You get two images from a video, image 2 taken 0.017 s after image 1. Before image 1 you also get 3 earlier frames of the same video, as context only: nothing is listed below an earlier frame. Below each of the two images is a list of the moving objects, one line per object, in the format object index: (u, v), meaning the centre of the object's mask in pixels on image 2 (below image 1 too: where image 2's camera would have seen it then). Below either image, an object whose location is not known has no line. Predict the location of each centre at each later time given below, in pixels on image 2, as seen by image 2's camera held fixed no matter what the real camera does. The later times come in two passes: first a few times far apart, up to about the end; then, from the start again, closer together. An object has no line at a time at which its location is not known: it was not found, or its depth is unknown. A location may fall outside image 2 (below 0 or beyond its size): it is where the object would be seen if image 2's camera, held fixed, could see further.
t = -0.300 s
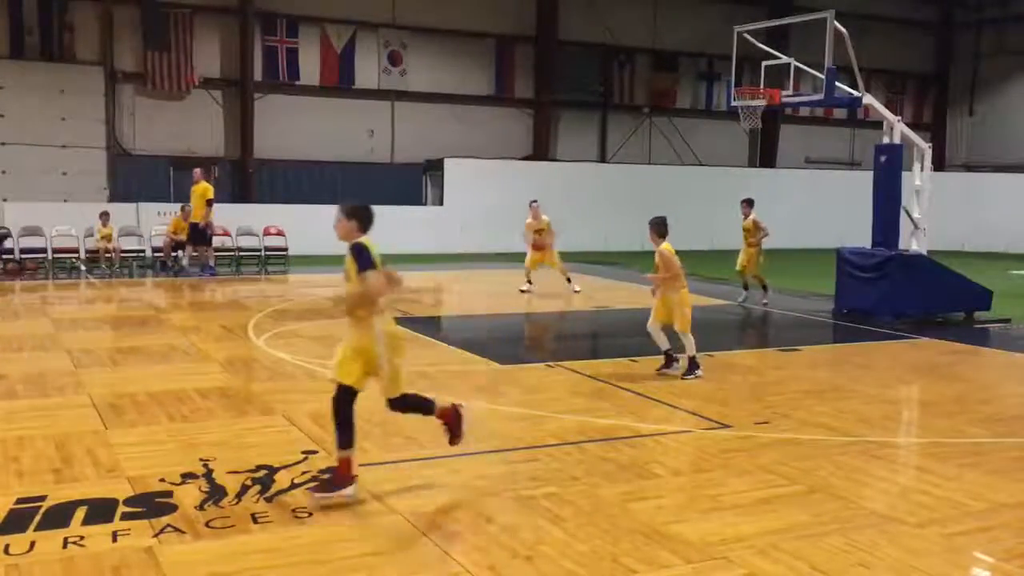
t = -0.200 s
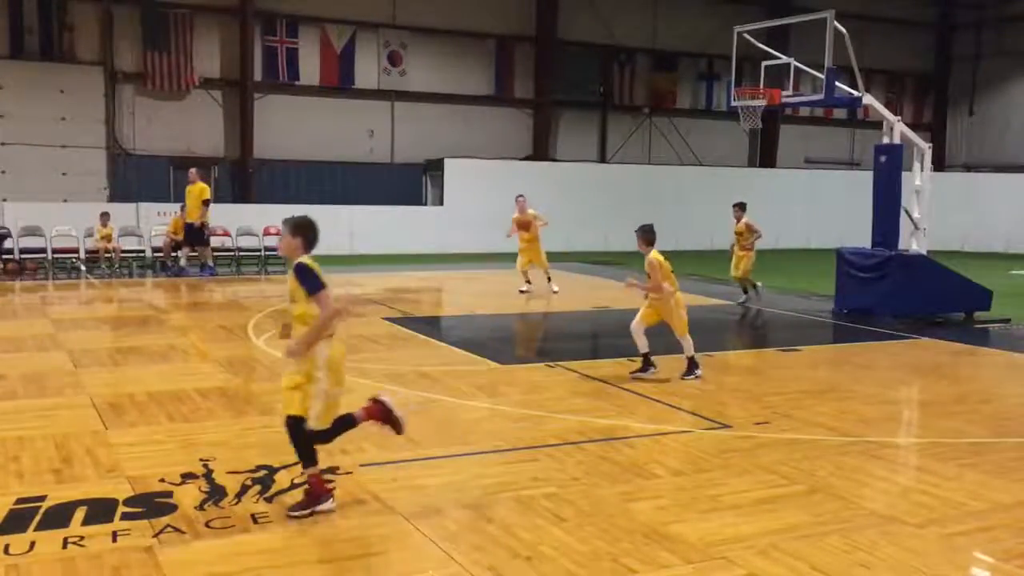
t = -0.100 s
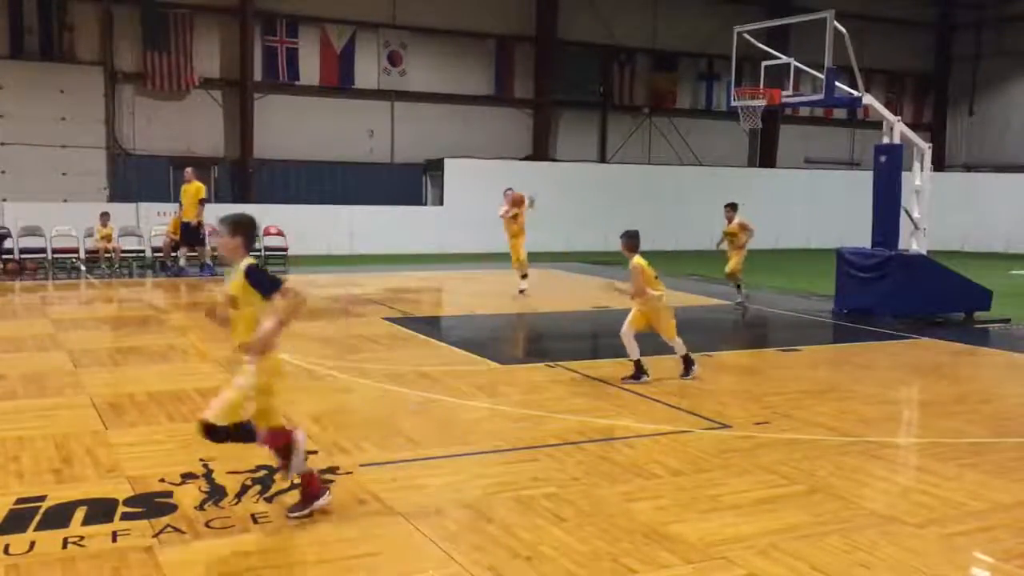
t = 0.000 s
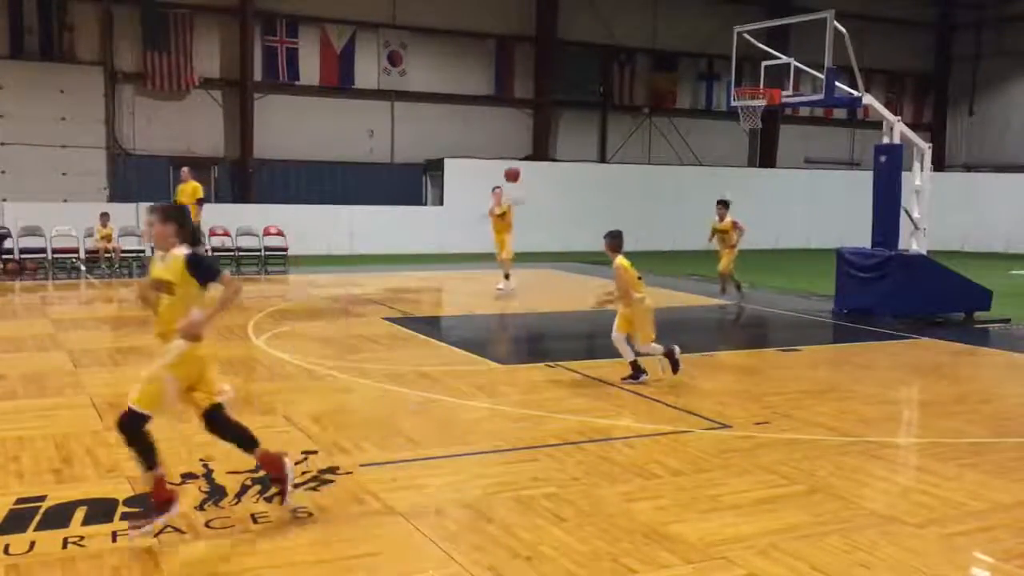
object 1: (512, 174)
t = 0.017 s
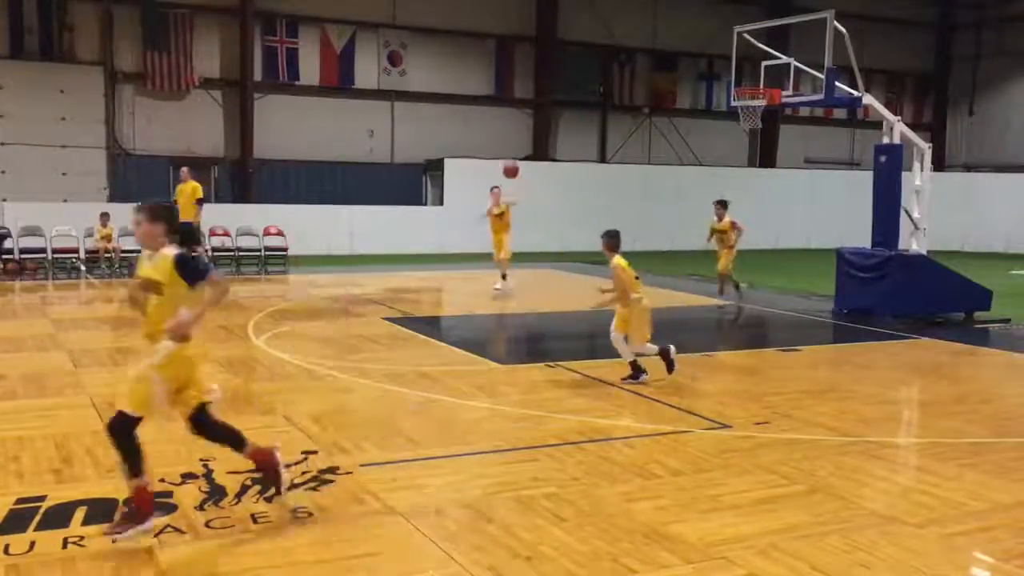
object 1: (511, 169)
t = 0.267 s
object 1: (492, 128)
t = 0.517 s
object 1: (465, 129)
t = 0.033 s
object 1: (509, 166)
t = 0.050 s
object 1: (508, 163)
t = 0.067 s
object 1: (507, 160)
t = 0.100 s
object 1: (505, 151)
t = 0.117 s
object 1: (504, 148)
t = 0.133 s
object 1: (503, 145)
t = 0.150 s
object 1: (502, 143)
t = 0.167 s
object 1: (500, 140)
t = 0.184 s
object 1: (498, 137)
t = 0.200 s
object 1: (498, 136)
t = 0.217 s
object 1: (496, 133)
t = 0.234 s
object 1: (494, 132)
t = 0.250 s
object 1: (493, 131)
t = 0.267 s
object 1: (492, 128)
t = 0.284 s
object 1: (490, 127)
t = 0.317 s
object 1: (487, 124)
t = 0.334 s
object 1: (486, 124)
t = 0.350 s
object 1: (484, 123)
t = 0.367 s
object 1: (482, 123)
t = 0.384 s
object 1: (481, 123)
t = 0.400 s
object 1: (479, 123)
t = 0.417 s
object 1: (477, 123)
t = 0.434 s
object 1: (476, 123)
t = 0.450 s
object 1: (474, 124)
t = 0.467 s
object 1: (472, 125)
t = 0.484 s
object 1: (470, 126)
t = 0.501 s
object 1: (468, 128)
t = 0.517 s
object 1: (465, 129)
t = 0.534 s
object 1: (464, 132)
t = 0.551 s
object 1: (461, 134)
